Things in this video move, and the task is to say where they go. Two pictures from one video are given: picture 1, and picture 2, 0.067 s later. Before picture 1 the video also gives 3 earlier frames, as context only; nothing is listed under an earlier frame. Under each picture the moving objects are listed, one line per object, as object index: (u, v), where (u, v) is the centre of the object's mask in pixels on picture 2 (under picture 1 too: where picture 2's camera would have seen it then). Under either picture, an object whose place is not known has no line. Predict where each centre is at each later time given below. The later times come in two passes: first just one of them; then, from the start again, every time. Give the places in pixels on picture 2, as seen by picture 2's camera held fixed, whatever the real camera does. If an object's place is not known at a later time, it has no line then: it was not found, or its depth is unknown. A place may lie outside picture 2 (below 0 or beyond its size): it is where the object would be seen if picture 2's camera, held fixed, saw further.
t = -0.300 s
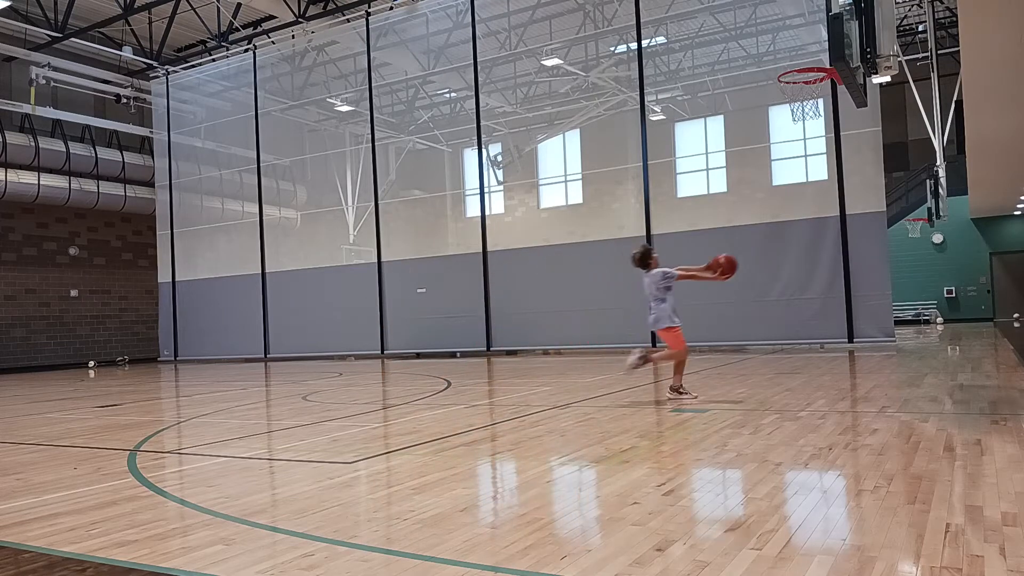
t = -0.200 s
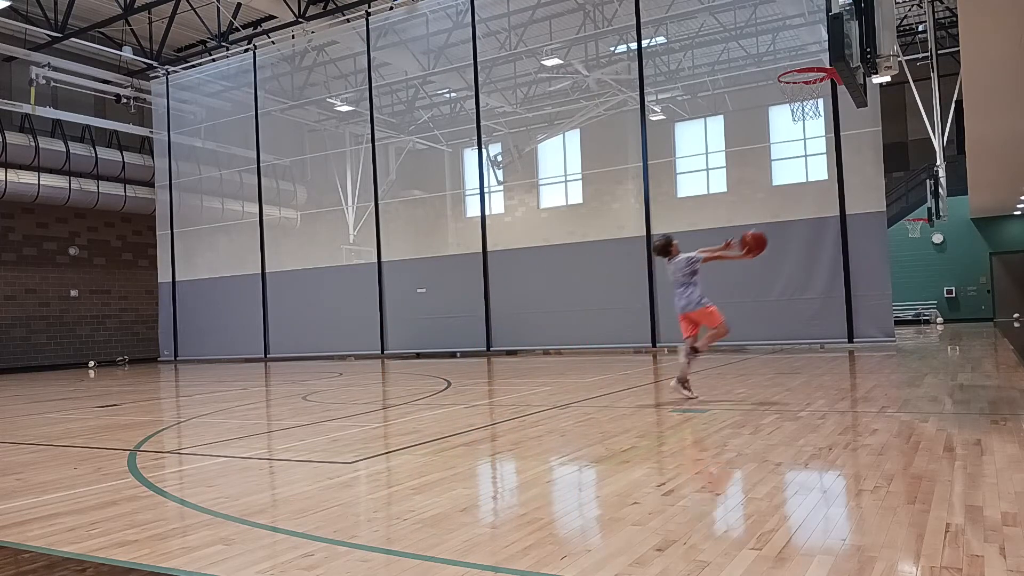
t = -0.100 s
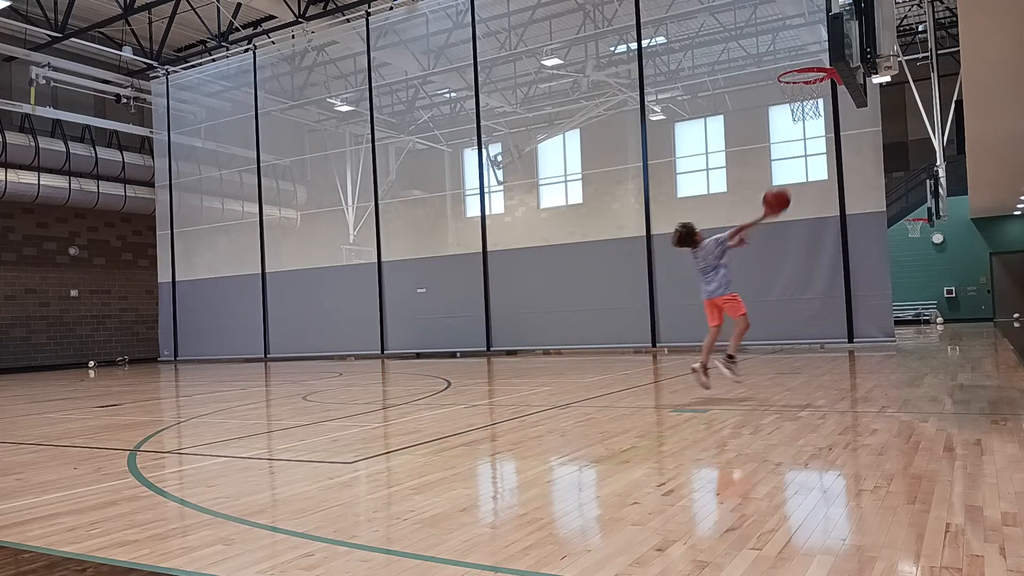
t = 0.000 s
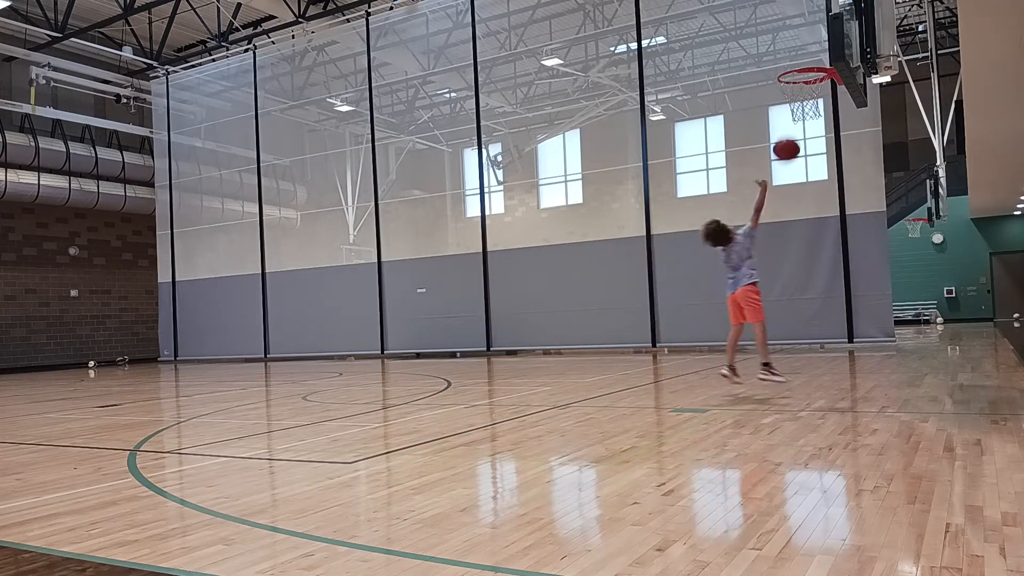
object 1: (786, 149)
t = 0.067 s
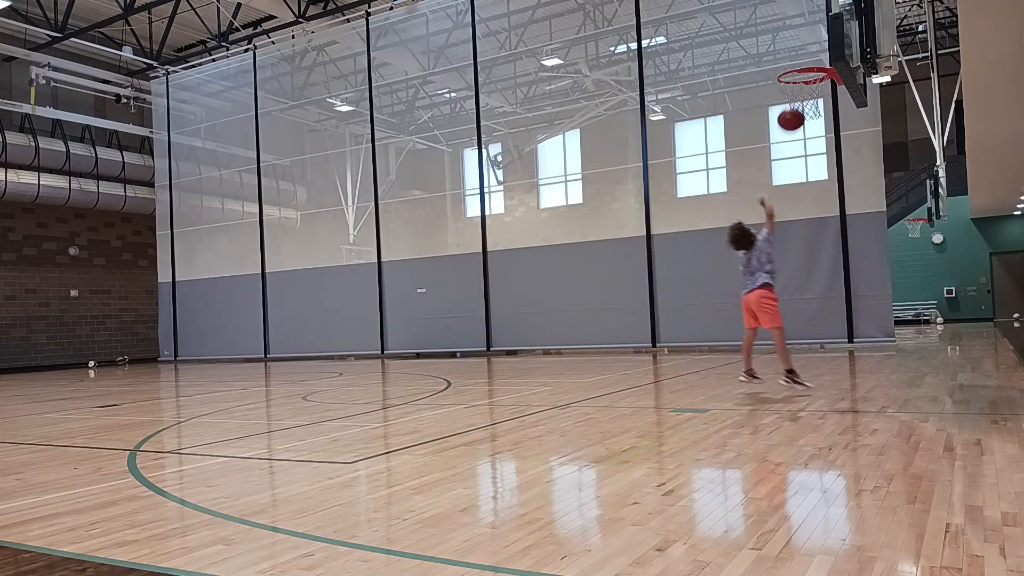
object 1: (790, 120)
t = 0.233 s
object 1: (802, 67)
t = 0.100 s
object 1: (793, 106)
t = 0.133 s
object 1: (795, 94)
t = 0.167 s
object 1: (797, 85)
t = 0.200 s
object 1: (800, 75)
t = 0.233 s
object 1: (802, 67)
